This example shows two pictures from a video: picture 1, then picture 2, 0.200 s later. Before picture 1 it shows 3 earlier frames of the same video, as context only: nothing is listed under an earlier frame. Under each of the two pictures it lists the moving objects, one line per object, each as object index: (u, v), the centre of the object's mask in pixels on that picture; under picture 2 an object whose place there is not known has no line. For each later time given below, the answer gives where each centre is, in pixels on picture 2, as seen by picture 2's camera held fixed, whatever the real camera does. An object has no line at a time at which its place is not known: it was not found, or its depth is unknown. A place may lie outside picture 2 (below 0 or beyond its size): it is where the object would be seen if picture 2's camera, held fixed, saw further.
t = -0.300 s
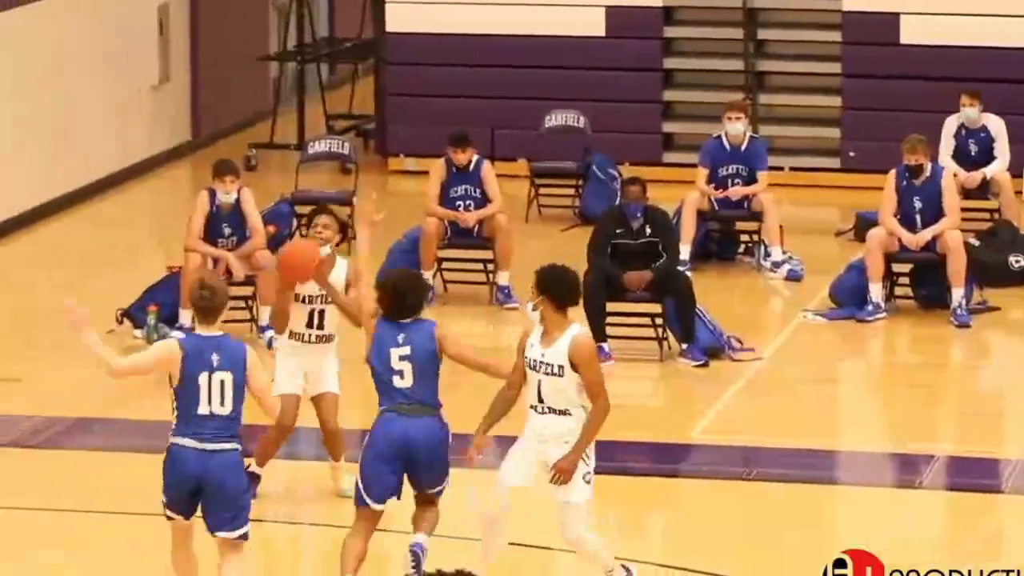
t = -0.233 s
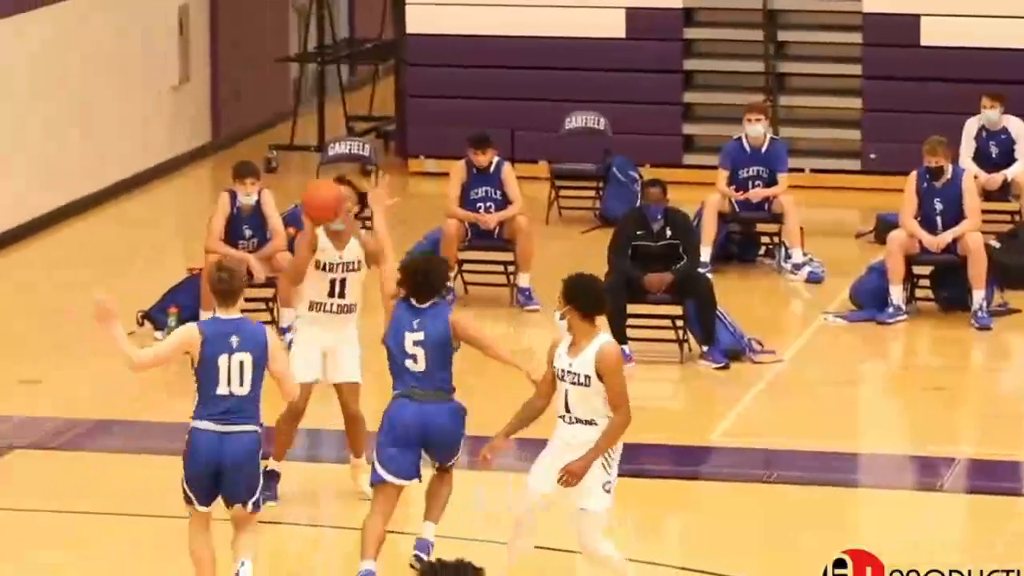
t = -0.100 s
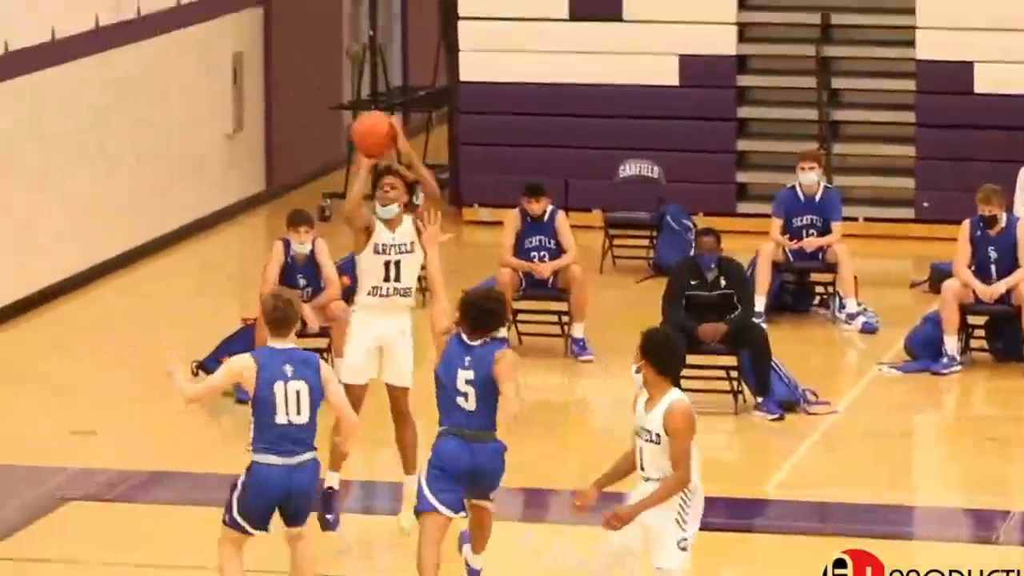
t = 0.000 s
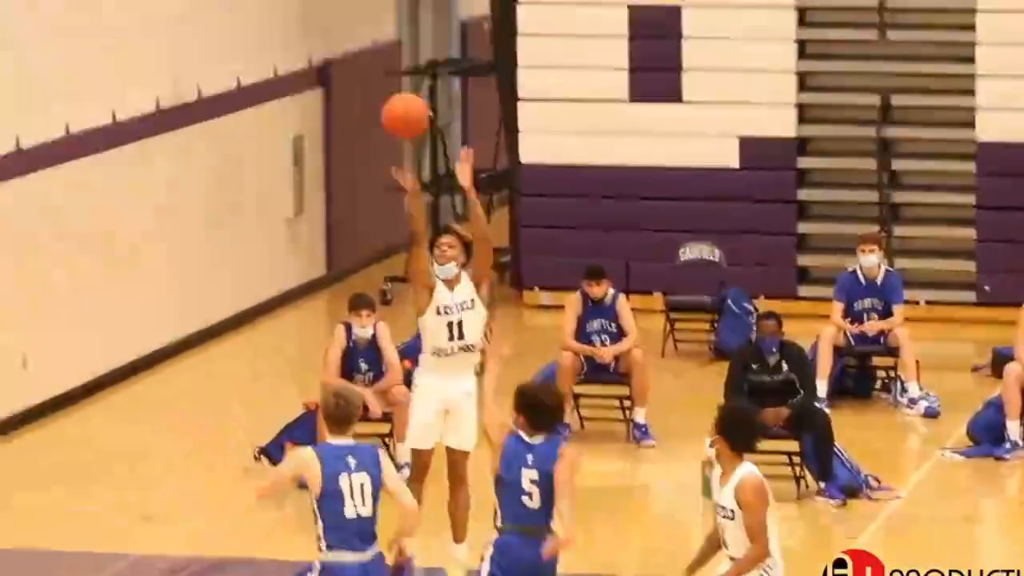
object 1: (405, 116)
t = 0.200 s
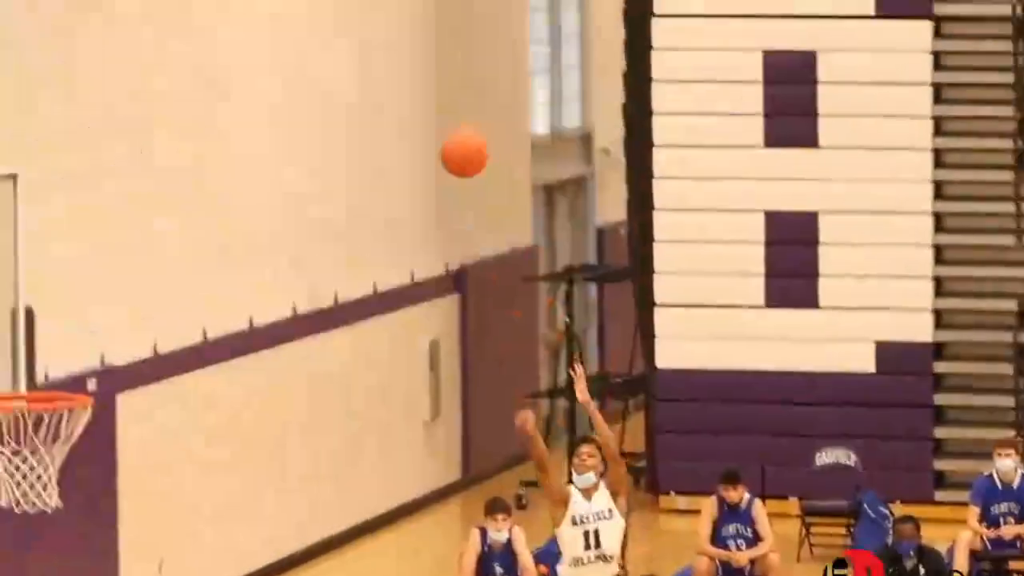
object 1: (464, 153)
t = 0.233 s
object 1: (451, 128)
